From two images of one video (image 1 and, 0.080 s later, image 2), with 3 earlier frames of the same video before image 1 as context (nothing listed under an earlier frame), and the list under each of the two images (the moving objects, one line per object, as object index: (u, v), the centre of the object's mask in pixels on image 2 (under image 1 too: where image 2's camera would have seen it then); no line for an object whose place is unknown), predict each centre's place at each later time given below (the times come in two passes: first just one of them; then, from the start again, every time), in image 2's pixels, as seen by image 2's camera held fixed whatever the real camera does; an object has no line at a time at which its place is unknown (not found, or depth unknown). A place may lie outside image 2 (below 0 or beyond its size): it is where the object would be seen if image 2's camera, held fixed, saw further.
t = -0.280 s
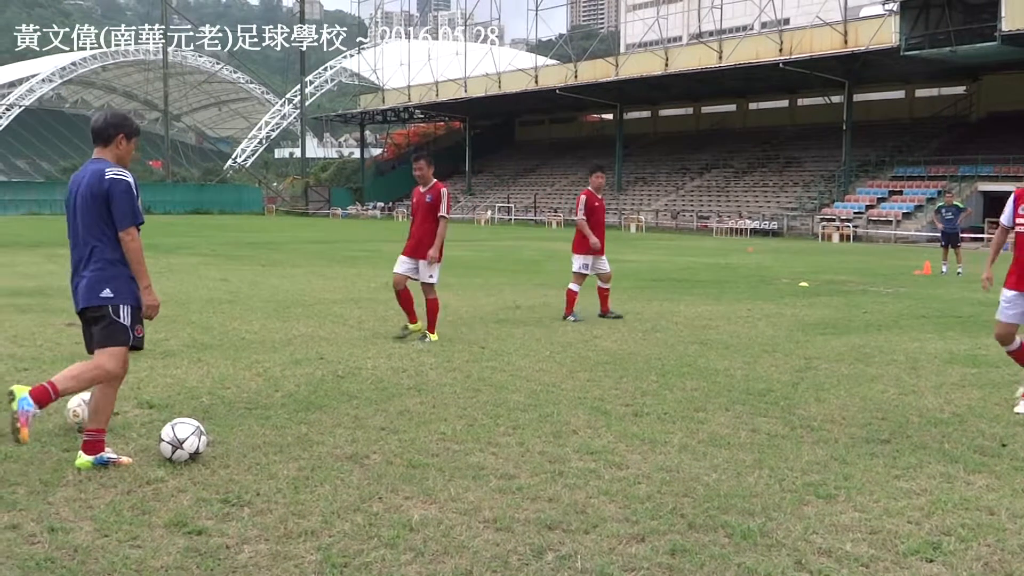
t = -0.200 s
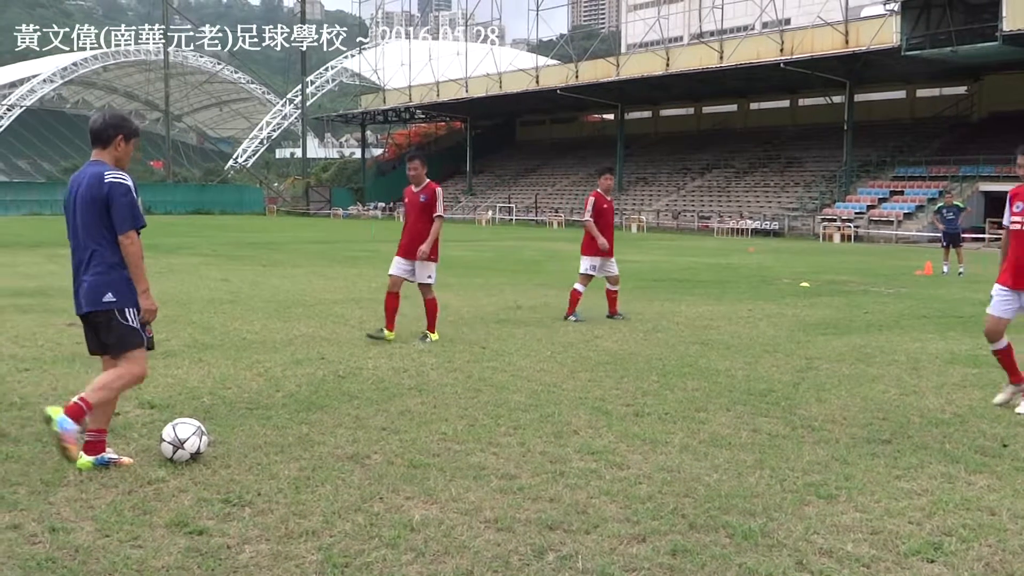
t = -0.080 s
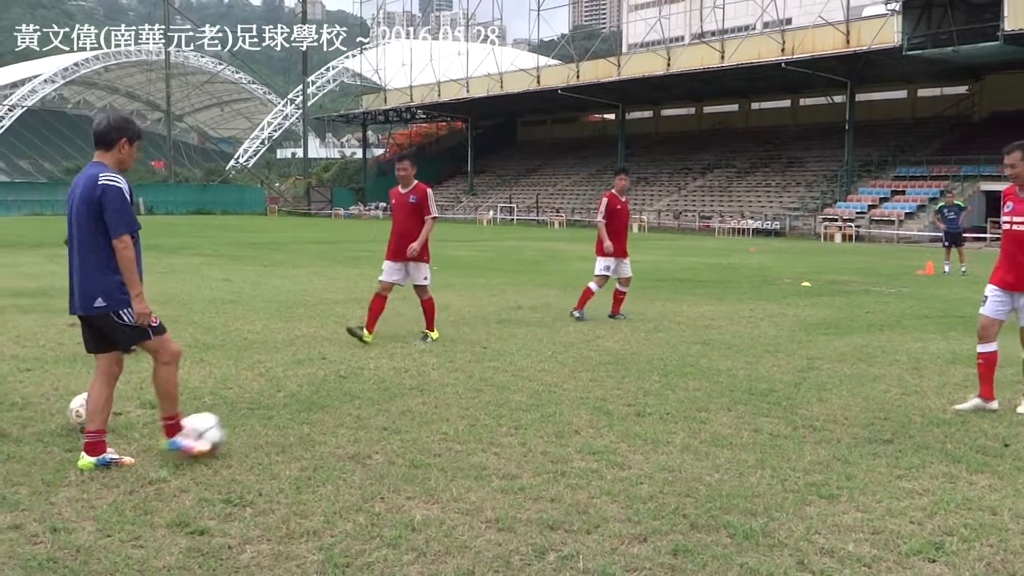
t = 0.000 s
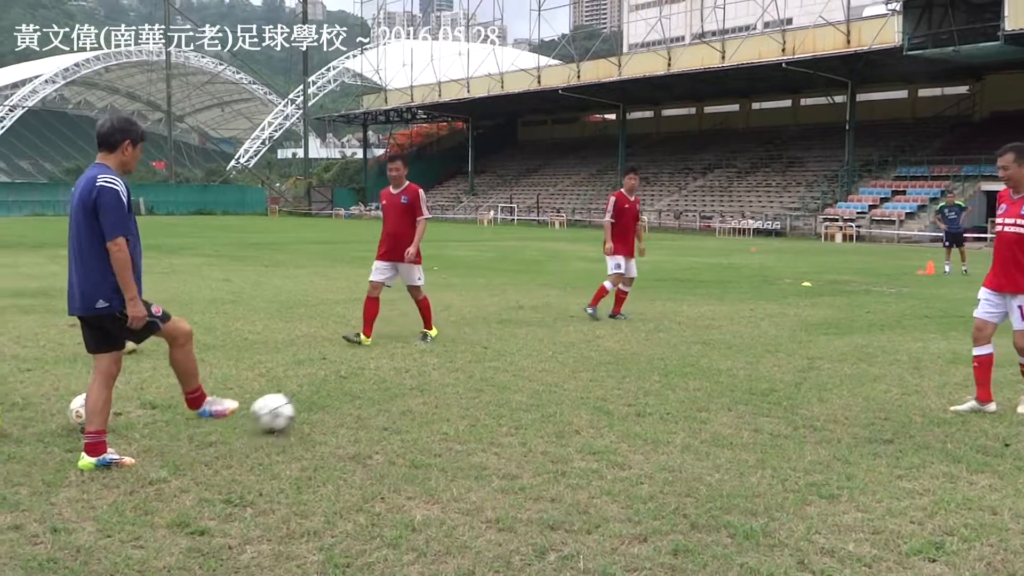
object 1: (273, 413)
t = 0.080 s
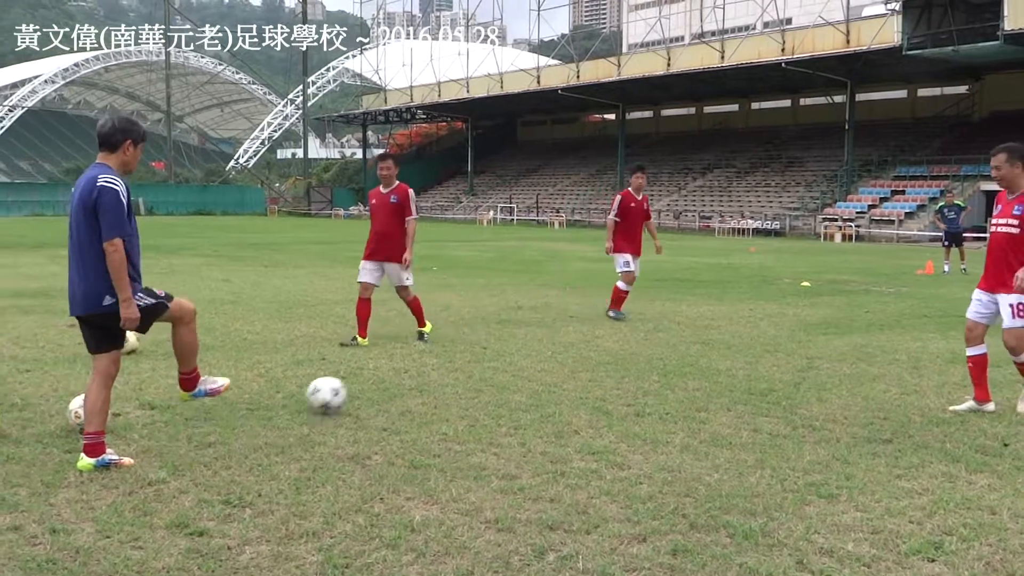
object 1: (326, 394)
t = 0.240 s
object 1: (405, 370)
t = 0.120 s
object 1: (350, 387)
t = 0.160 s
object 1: (371, 383)
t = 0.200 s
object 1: (390, 377)
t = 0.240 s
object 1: (405, 370)
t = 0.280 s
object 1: (420, 365)
